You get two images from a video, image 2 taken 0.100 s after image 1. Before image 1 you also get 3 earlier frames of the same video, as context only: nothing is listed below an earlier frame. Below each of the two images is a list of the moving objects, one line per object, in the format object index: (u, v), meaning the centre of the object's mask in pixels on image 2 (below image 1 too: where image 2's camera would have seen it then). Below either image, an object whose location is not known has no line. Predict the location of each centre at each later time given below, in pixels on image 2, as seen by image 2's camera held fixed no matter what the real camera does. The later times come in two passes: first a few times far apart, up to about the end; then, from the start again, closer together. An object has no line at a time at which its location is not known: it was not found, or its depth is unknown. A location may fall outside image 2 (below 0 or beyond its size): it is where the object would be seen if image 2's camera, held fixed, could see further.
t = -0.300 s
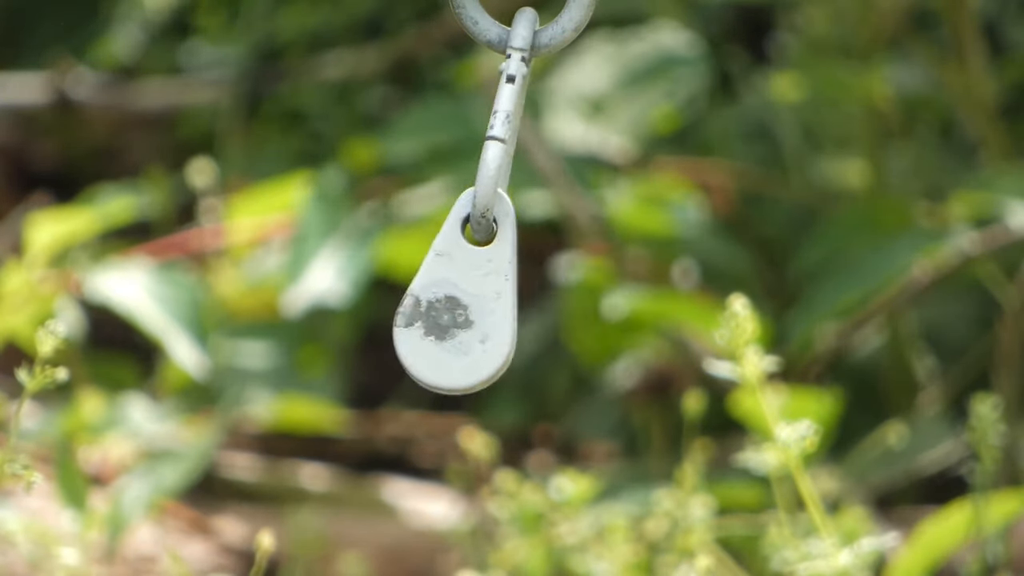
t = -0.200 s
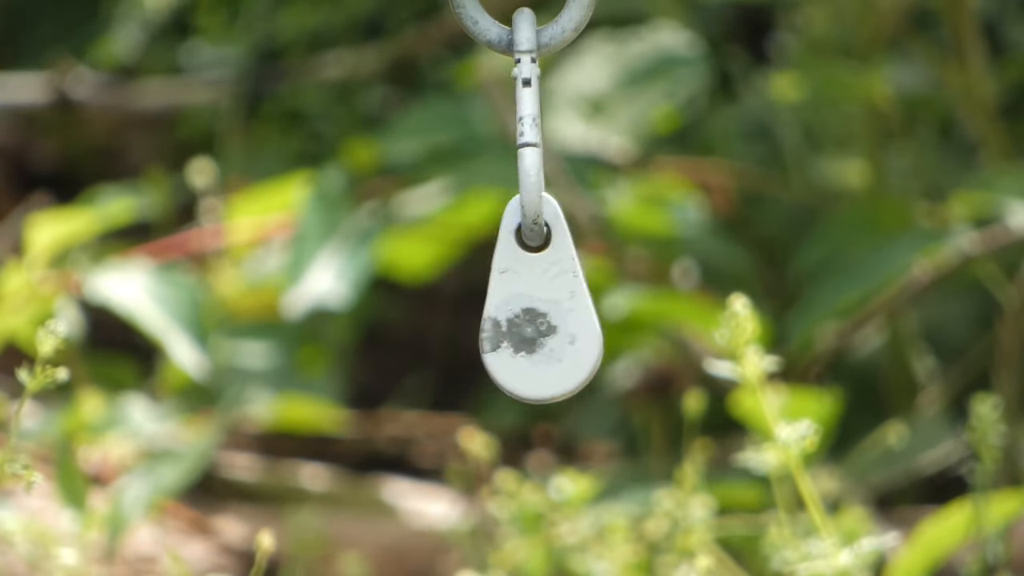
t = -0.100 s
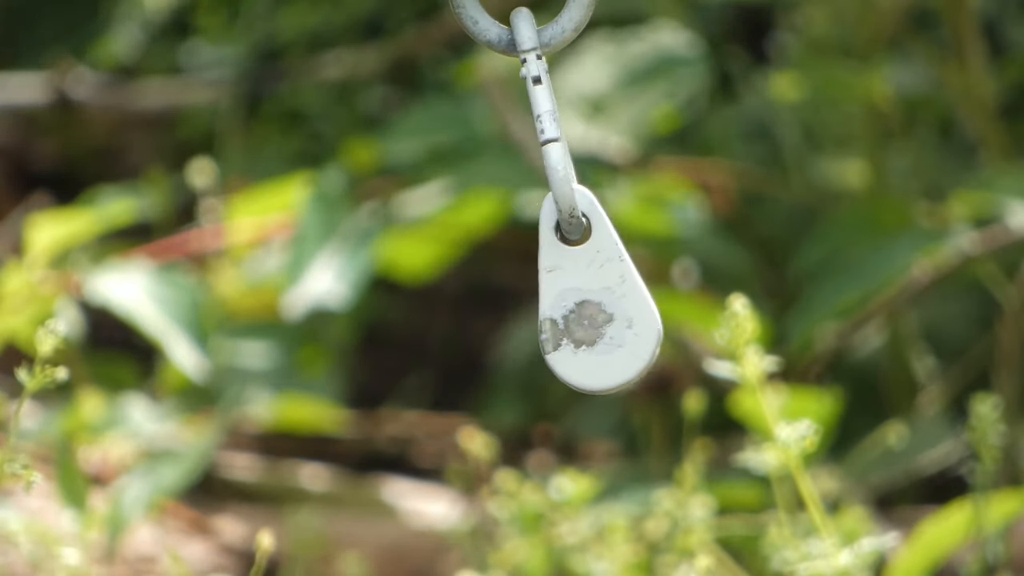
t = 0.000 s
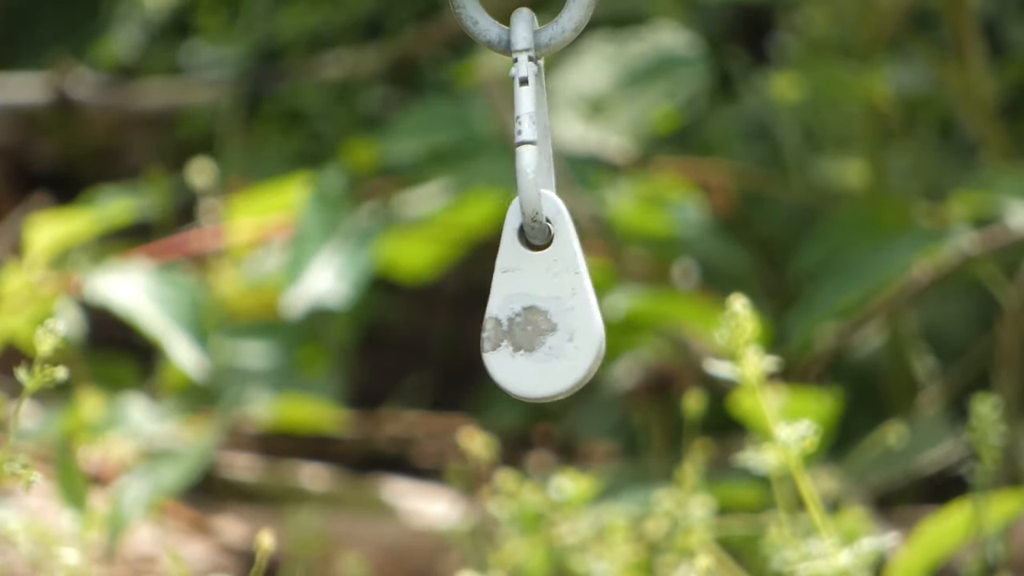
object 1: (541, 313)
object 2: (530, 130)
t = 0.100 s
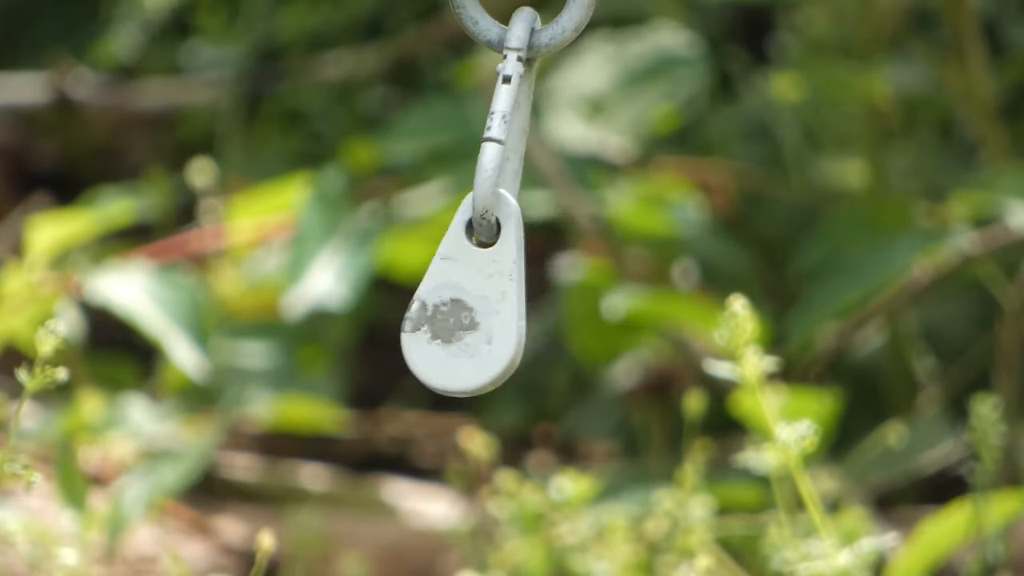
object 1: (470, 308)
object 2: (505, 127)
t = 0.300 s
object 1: (555, 311)
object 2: (535, 130)
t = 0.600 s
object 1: (477, 309)
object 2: (509, 128)
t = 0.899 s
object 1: (549, 314)
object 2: (533, 132)
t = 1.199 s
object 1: (548, 314)
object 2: (532, 132)
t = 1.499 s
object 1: (480, 311)
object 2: (509, 131)
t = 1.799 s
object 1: (551, 314)
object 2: (534, 132)
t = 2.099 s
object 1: (544, 314)
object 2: (531, 133)
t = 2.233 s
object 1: (558, 312)
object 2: (536, 131)
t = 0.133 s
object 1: (464, 309)
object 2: (502, 128)
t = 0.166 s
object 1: (471, 310)
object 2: (503, 129)
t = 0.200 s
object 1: (486, 313)
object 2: (508, 130)
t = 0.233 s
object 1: (509, 315)
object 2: (517, 130)
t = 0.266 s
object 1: (533, 314)
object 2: (526, 130)
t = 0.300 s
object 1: (555, 311)
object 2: (535, 130)
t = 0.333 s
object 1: (571, 307)
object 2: (541, 127)
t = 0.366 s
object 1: (577, 306)
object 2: (544, 128)
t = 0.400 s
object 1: (572, 307)
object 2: (543, 128)
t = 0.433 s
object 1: (558, 310)
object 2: (538, 129)
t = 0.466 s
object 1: (538, 312)
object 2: (531, 130)
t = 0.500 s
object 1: (515, 313)
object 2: (523, 131)
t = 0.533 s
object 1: (495, 312)
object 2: (516, 130)
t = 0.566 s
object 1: (482, 310)
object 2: (511, 129)
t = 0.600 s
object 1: (477, 309)
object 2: (509, 128)
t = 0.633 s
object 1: (483, 310)
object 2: (510, 128)
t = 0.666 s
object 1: (497, 313)
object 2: (515, 130)
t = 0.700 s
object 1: (518, 314)
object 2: (522, 132)
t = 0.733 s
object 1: (541, 314)
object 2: (530, 131)
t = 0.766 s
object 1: (560, 312)
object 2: (537, 131)
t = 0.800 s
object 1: (571, 310)
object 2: (541, 131)
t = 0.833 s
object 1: (573, 309)
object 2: (542, 130)
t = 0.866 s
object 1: (565, 310)
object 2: (539, 131)
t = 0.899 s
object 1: (549, 314)
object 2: (533, 132)
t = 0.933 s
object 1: (528, 315)
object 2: (526, 132)
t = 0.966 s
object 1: (506, 314)
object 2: (519, 133)
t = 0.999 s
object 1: (489, 313)
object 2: (513, 132)
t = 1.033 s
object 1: (479, 311)
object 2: (509, 132)
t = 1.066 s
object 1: (479, 311)
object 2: (508, 131)
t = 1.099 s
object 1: (488, 312)
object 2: (511, 132)
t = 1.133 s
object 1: (505, 314)
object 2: (517, 132)
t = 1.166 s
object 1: (527, 315)
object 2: (524, 132)
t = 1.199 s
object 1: (548, 314)
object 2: (532, 132)
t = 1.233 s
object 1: (563, 311)
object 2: (538, 131)
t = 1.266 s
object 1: (571, 310)
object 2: (541, 131)
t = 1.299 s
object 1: (570, 311)
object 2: (540, 132)
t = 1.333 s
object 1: (559, 313)
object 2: (537, 132)
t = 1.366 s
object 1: (541, 314)
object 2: (531, 133)
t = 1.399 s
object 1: (519, 315)
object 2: (523, 133)
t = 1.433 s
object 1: (500, 314)
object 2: (517, 132)
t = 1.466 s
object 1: (485, 312)
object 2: (511, 132)
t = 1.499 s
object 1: (480, 311)
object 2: (509, 131)
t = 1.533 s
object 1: (483, 311)
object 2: (510, 132)
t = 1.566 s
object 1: (495, 313)
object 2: (514, 132)
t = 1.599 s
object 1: (514, 315)
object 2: (520, 133)
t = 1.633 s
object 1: (536, 315)
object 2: (528, 133)
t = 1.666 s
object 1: (554, 313)
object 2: (534, 133)
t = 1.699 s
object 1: (567, 311)
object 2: (539, 132)
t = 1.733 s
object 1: (570, 310)
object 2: (540, 132)
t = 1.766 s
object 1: (565, 311)
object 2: (539, 131)
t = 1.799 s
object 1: (551, 314)
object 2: (534, 132)
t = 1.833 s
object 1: (532, 315)
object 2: (528, 133)
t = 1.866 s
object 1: (511, 315)
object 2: (521, 133)
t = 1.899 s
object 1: (493, 314)
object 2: (514, 132)
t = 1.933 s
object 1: (483, 312)
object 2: (510, 132)
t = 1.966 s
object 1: (481, 312)
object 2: (509, 132)
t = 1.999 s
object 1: (489, 313)
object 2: (511, 132)
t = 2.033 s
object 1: (504, 314)
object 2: (517, 132)
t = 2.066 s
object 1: (524, 315)
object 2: (524, 132)
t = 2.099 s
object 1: (544, 314)
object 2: (531, 133)
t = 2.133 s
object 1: (560, 312)
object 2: (537, 132)
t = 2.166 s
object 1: (568, 311)
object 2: (540, 131)
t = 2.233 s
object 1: (558, 312)
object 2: (536, 131)
